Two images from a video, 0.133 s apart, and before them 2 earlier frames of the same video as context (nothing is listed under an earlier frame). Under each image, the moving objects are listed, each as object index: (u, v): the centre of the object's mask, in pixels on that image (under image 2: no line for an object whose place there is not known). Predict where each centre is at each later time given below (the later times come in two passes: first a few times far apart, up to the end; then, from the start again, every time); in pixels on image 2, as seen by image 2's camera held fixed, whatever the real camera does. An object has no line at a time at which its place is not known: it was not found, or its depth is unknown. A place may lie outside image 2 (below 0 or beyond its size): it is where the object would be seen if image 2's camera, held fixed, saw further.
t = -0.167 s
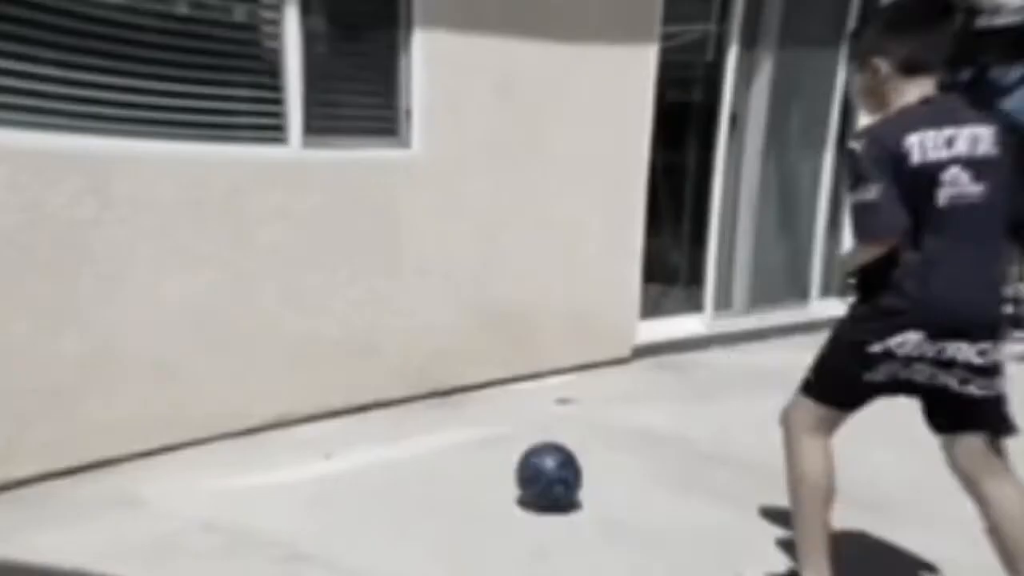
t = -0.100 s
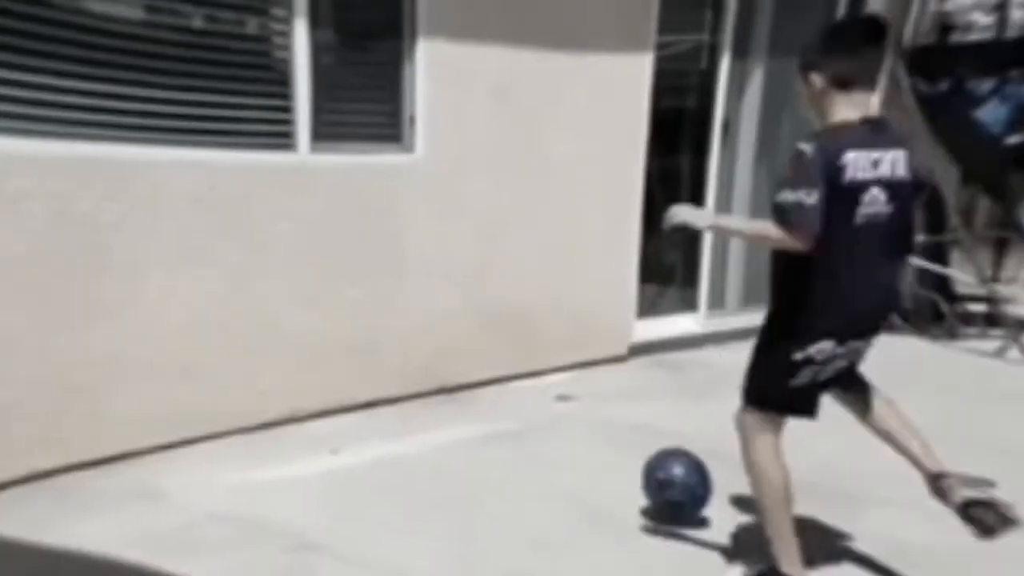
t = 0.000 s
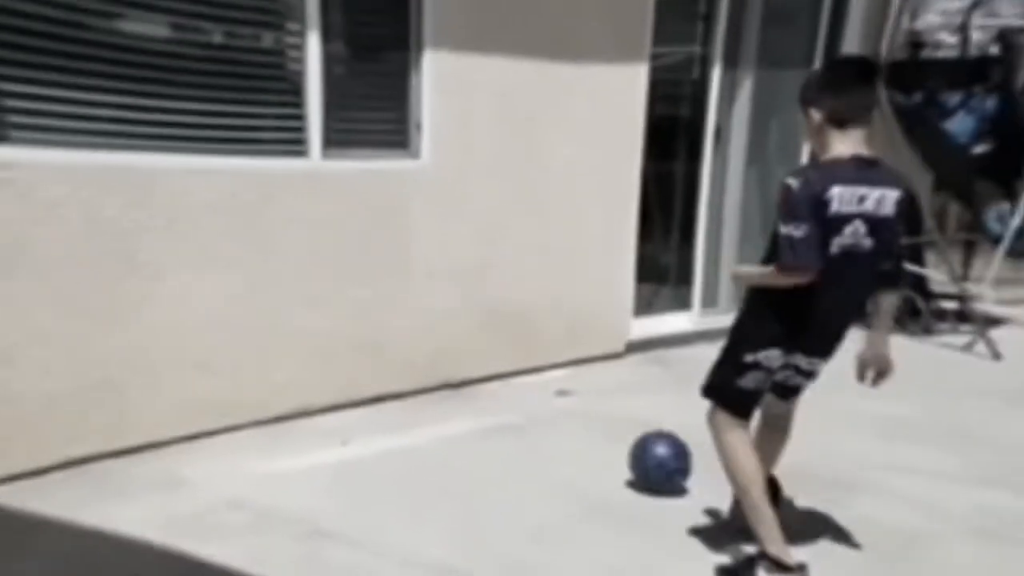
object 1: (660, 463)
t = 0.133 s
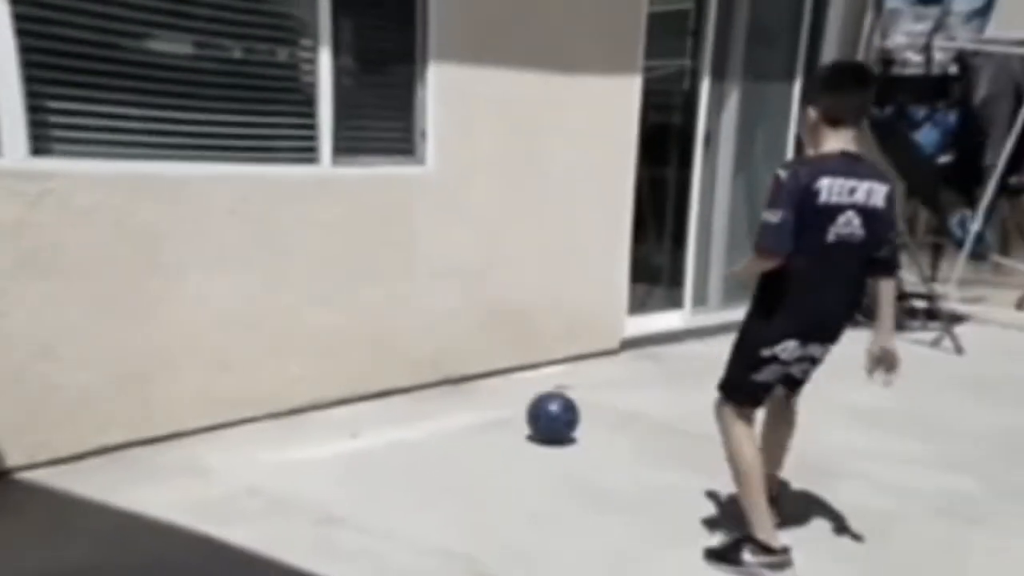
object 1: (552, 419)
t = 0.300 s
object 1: (474, 392)
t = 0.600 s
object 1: (496, 374)
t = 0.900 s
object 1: (579, 397)
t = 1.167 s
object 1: (643, 405)
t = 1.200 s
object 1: (651, 408)
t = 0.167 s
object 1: (534, 411)
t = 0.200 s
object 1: (517, 406)
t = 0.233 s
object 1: (501, 401)
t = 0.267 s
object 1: (488, 396)
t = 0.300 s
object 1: (474, 392)
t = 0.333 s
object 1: (462, 387)
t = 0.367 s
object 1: (451, 384)
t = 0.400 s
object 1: (440, 379)
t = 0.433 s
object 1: (430, 376)
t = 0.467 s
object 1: (436, 372)
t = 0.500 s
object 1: (451, 370)
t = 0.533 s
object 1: (466, 366)
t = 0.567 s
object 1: (481, 369)
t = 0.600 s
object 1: (496, 374)
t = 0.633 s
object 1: (511, 382)
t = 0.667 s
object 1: (525, 392)
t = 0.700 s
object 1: (534, 388)
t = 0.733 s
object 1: (541, 383)
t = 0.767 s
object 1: (549, 383)
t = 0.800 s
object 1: (557, 384)
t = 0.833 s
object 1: (564, 388)
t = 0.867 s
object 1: (572, 396)
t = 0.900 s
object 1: (579, 397)
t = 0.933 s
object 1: (587, 395)
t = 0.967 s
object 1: (594, 395)
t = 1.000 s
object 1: (602, 396)
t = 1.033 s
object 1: (611, 399)
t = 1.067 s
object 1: (618, 405)
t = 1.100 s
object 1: (626, 405)
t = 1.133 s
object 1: (635, 404)
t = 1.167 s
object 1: (643, 405)
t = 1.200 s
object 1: (651, 408)
